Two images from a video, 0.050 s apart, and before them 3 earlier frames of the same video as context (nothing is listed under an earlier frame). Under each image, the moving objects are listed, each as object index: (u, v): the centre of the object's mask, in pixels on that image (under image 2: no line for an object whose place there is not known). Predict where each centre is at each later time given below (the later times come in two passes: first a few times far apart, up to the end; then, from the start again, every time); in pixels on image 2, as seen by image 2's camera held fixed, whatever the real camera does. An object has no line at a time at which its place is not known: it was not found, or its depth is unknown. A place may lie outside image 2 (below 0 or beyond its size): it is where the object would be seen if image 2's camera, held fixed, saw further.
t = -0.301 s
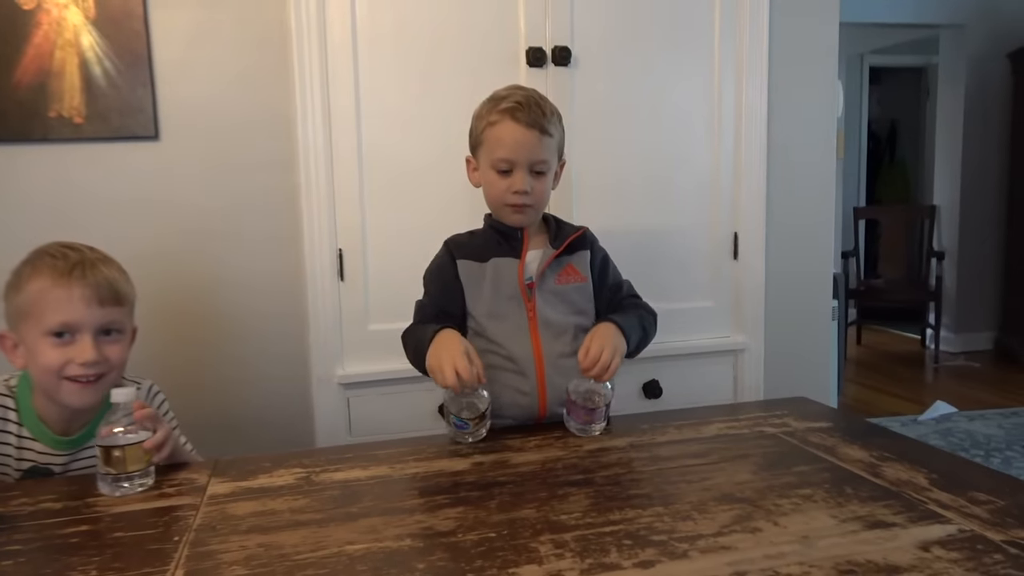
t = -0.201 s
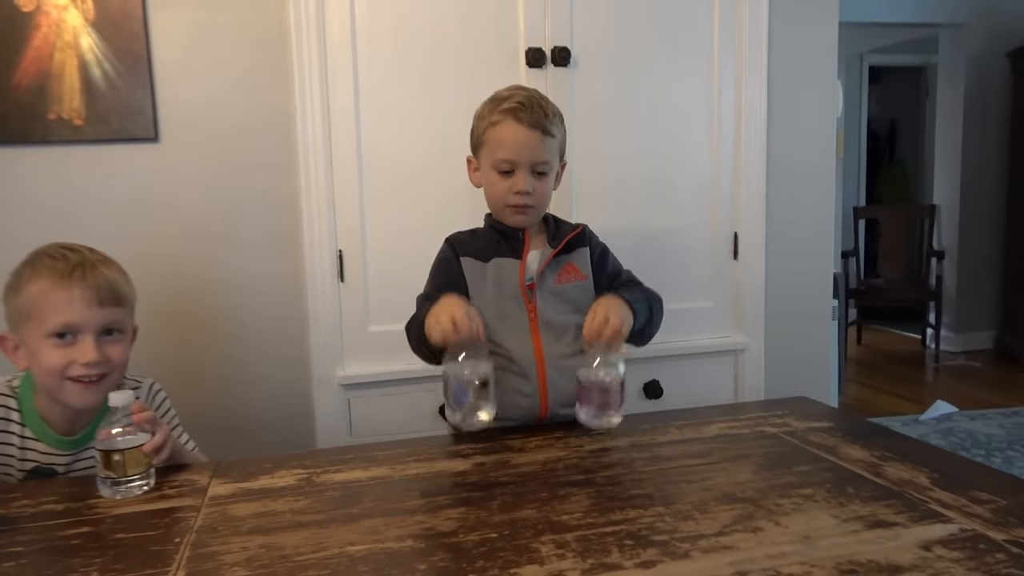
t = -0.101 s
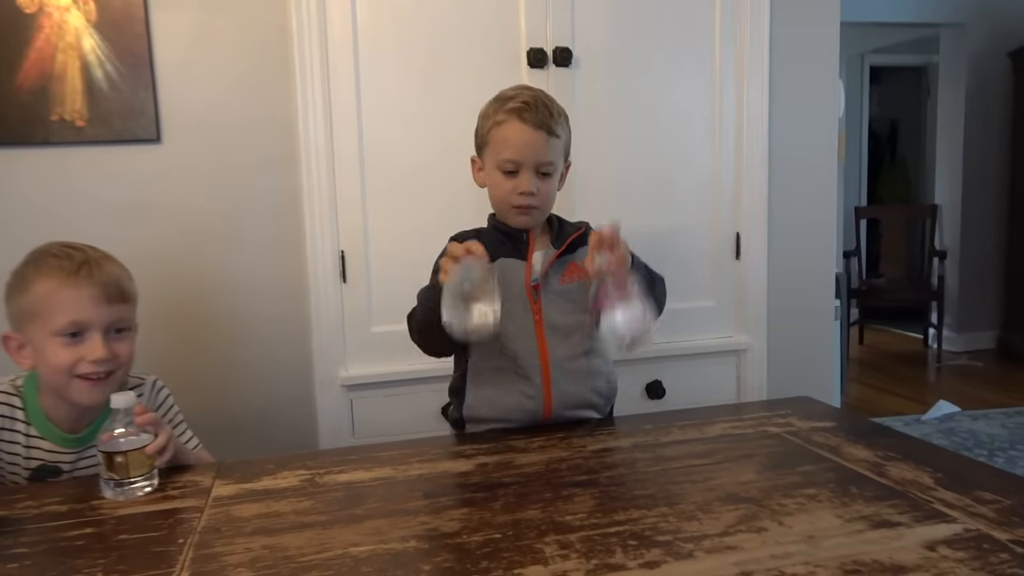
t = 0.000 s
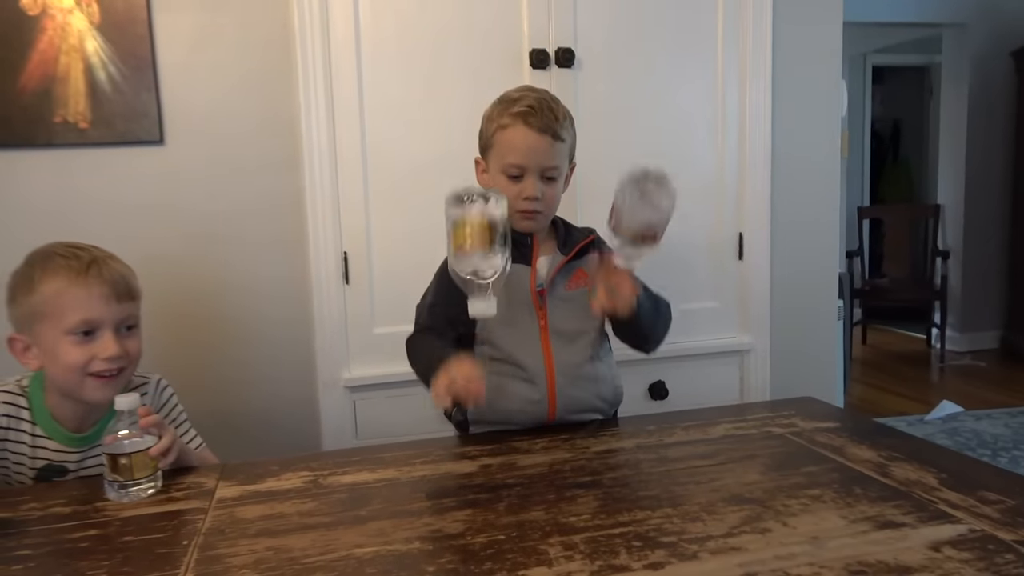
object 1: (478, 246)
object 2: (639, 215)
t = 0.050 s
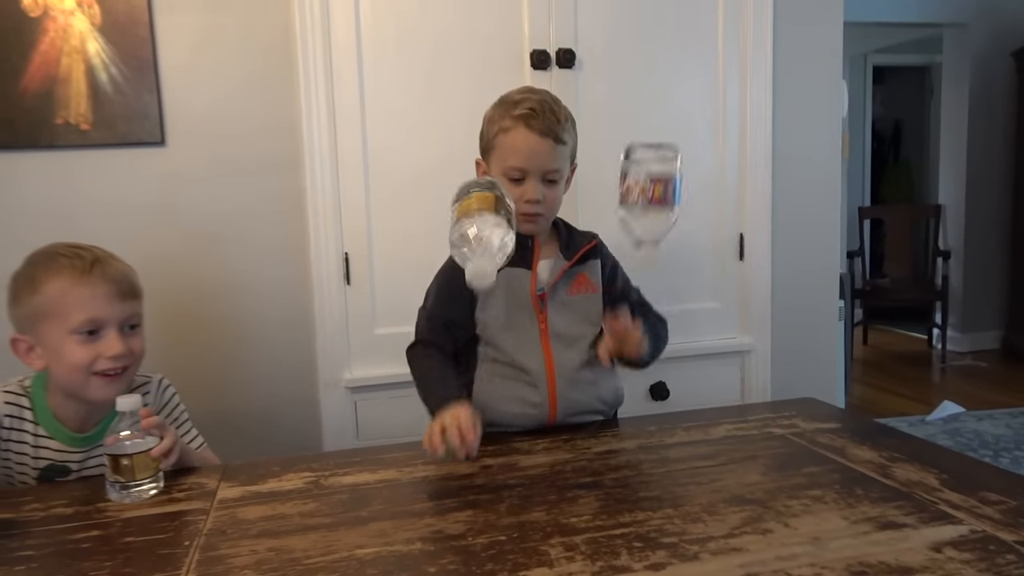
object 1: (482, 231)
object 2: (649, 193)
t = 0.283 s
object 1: (513, 517)
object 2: (688, 364)
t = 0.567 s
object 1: (521, 522)
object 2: (762, 542)
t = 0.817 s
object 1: (521, 523)
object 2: (793, 544)
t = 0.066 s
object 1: (483, 232)
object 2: (653, 186)
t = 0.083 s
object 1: (484, 237)
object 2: (656, 184)
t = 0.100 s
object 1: (485, 247)
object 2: (659, 181)
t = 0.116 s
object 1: (486, 259)
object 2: (661, 182)
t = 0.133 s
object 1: (486, 272)
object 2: (664, 185)
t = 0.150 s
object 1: (489, 291)
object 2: (667, 192)
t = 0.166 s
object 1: (488, 310)
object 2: (670, 201)
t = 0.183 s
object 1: (493, 345)
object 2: (672, 212)
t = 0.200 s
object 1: (497, 377)
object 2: (675, 228)
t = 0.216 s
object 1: (500, 413)
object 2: (676, 248)
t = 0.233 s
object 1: (503, 451)
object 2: (680, 270)
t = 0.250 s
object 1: (508, 495)
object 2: (684, 297)
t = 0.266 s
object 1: (510, 515)
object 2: (688, 330)
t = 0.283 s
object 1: (513, 517)
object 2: (688, 364)
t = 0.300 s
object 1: (514, 519)
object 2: (693, 404)
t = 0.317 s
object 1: (515, 519)
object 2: (697, 447)
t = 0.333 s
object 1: (515, 520)
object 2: (701, 487)
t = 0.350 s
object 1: (516, 521)
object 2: (710, 522)
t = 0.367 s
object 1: (517, 521)
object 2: (712, 518)
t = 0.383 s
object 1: (520, 521)
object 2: (717, 517)
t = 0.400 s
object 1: (521, 521)
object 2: (722, 515)
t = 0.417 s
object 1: (520, 521)
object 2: (728, 514)
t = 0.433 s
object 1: (520, 521)
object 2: (732, 516)
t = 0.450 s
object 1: (521, 521)
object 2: (736, 520)
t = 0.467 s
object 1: (521, 521)
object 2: (740, 524)
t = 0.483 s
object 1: (521, 521)
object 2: (743, 529)
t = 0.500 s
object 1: (521, 521)
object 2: (747, 533)
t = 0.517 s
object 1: (521, 521)
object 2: (750, 537)
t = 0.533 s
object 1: (521, 521)
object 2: (754, 541)
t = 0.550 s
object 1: (521, 521)
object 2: (758, 541)
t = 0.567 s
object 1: (521, 522)
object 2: (762, 542)
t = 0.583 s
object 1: (521, 522)
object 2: (765, 543)
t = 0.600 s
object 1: (521, 522)
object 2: (766, 543)
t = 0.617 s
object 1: (521, 522)
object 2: (768, 543)
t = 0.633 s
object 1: (521, 522)
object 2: (769, 543)
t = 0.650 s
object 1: (521, 522)
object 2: (772, 544)
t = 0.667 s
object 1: (521, 522)
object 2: (774, 544)
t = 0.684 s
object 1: (521, 522)
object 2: (776, 544)
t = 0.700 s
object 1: (521, 522)
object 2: (778, 544)
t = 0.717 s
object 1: (521, 522)
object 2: (781, 544)
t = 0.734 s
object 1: (521, 523)
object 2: (784, 544)
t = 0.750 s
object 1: (521, 523)
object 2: (786, 544)
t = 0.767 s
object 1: (521, 523)
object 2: (789, 544)
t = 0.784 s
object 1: (521, 523)
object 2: (791, 544)
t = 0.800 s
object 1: (521, 523)
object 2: (792, 544)
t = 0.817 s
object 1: (521, 523)
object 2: (793, 544)
